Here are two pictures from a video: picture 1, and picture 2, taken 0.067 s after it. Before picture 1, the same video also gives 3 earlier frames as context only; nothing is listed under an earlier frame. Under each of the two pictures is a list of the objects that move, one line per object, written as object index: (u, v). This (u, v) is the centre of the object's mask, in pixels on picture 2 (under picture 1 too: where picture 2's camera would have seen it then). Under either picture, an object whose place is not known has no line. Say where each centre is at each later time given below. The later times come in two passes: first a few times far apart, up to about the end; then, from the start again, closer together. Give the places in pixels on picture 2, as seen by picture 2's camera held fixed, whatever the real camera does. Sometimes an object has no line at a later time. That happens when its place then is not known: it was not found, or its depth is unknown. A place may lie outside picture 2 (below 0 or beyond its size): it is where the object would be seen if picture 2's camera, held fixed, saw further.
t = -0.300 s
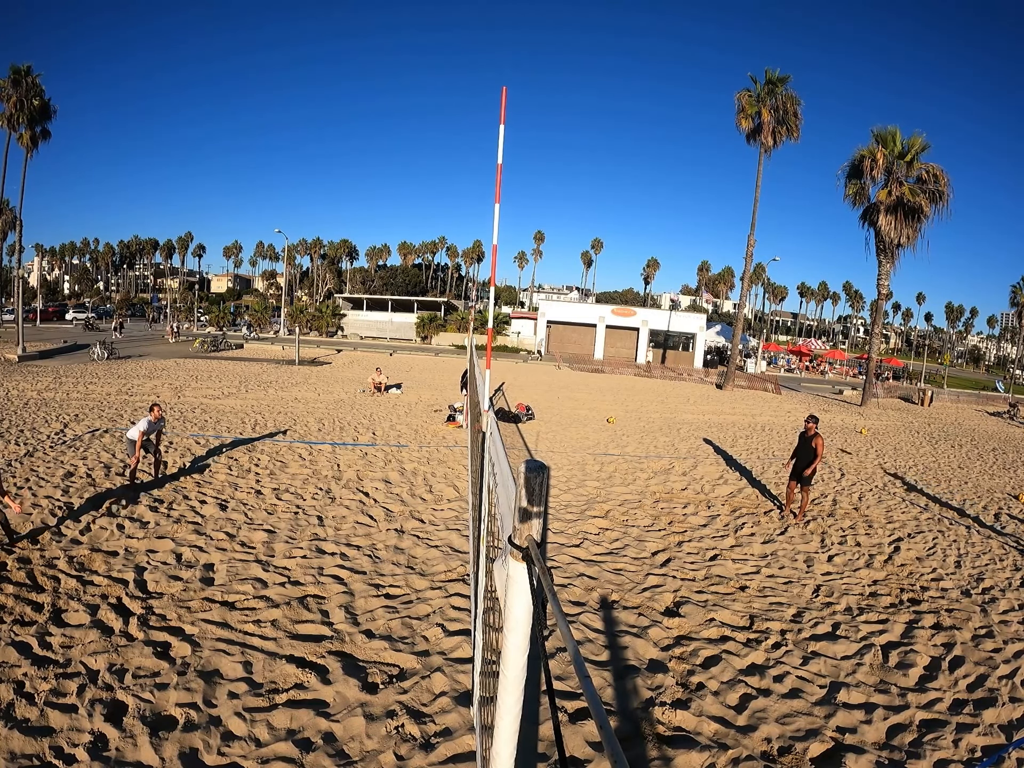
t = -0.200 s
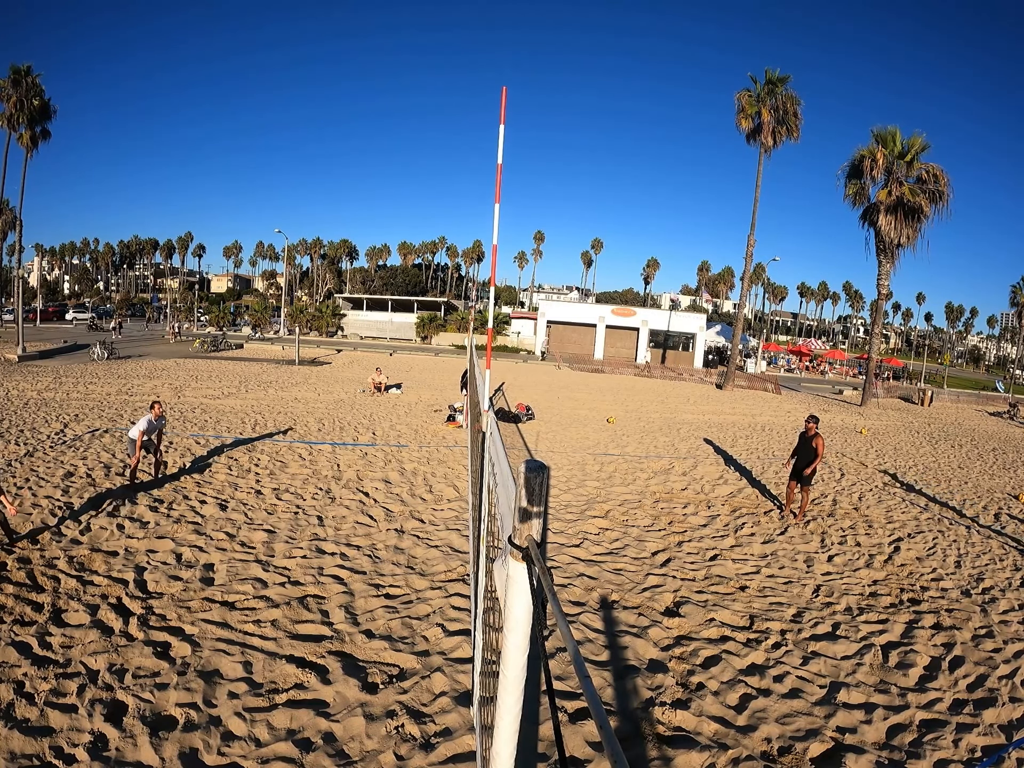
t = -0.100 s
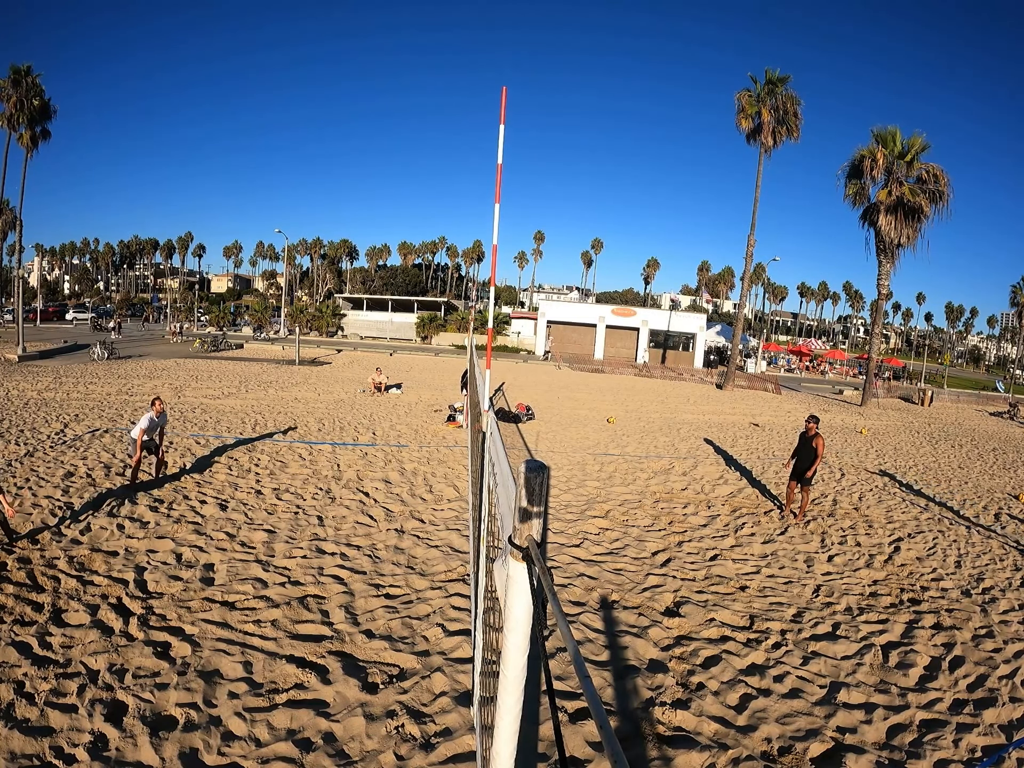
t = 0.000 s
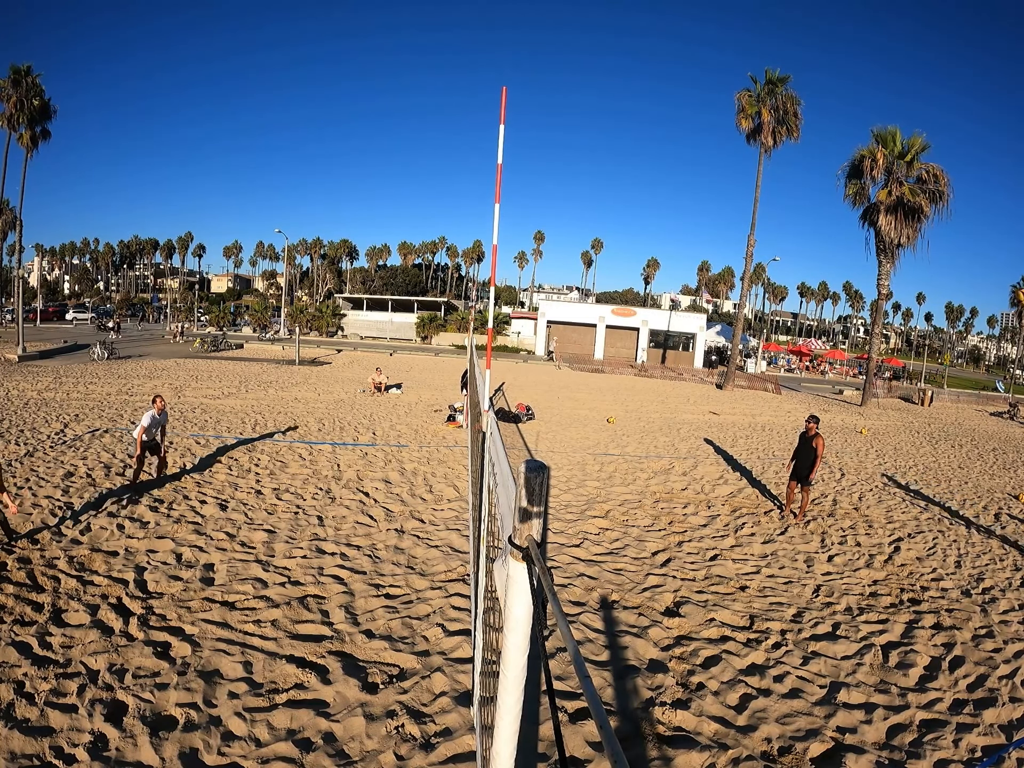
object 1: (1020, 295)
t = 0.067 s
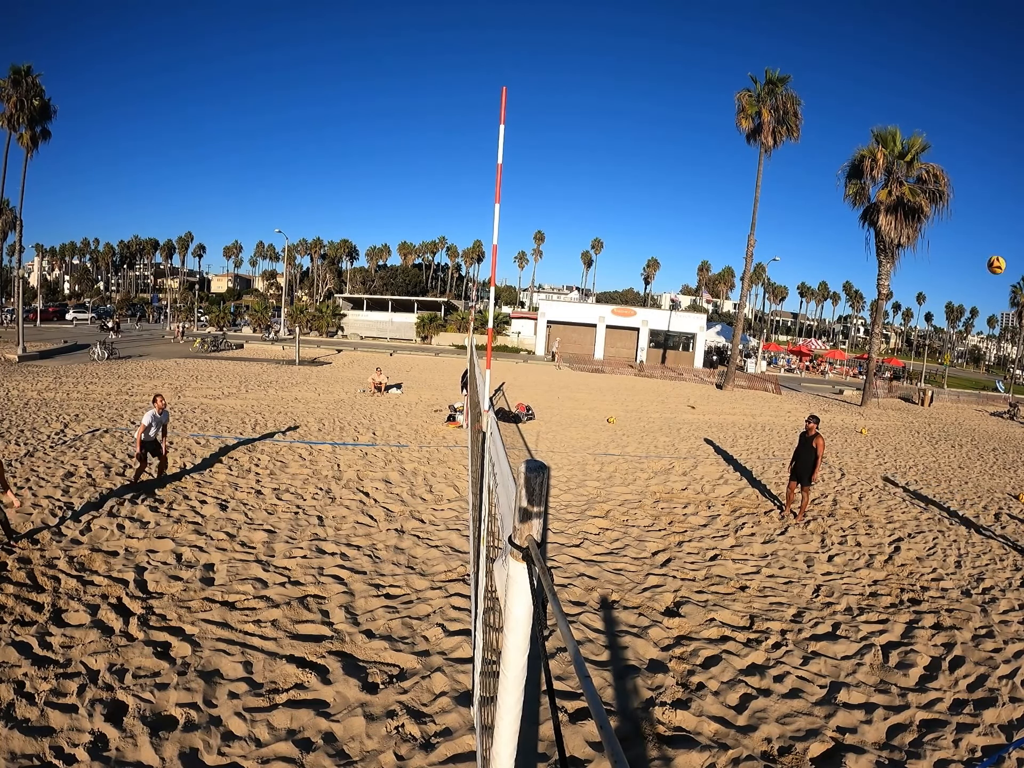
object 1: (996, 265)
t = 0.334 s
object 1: (853, 172)
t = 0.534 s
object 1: (714, 152)
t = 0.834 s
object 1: (486, 218)
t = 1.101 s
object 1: (320, 360)
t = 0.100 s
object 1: (981, 250)
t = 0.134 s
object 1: (965, 237)
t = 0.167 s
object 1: (949, 223)
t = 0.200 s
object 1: (933, 212)
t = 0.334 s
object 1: (853, 172)
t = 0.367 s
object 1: (832, 165)
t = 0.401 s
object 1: (809, 160)
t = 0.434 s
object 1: (787, 156)
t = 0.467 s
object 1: (763, 153)
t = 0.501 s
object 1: (739, 152)
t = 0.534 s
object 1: (714, 152)
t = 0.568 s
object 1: (690, 154)
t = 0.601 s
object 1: (665, 157)
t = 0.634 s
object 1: (640, 161)
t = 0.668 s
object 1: (614, 167)
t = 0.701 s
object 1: (588, 174)
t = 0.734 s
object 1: (563, 183)
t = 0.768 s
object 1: (538, 193)
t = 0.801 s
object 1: (513, 205)
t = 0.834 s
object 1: (486, 218)
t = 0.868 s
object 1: (464, 233)
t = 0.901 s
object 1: (441, 248)
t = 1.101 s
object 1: (320, 360)
